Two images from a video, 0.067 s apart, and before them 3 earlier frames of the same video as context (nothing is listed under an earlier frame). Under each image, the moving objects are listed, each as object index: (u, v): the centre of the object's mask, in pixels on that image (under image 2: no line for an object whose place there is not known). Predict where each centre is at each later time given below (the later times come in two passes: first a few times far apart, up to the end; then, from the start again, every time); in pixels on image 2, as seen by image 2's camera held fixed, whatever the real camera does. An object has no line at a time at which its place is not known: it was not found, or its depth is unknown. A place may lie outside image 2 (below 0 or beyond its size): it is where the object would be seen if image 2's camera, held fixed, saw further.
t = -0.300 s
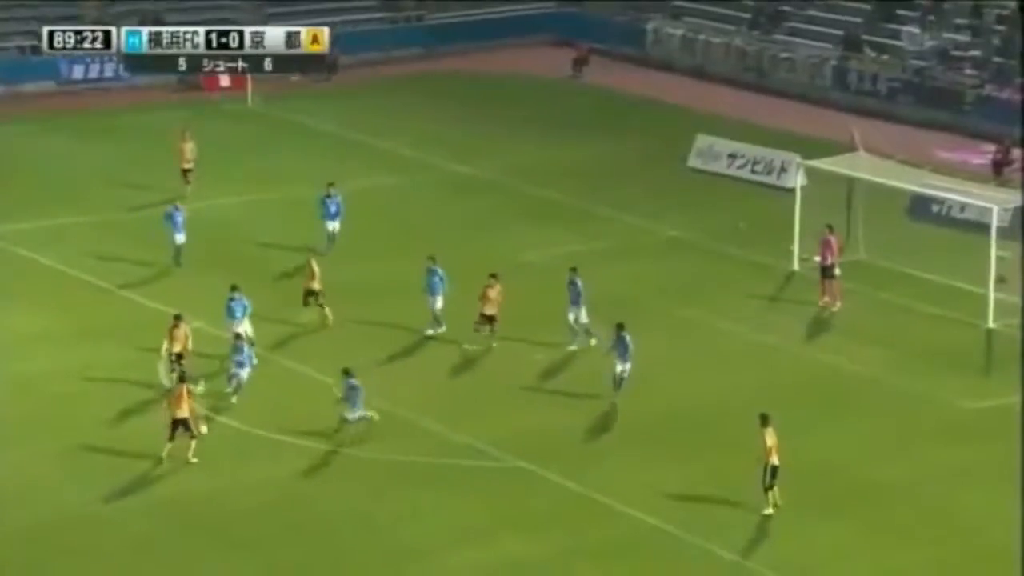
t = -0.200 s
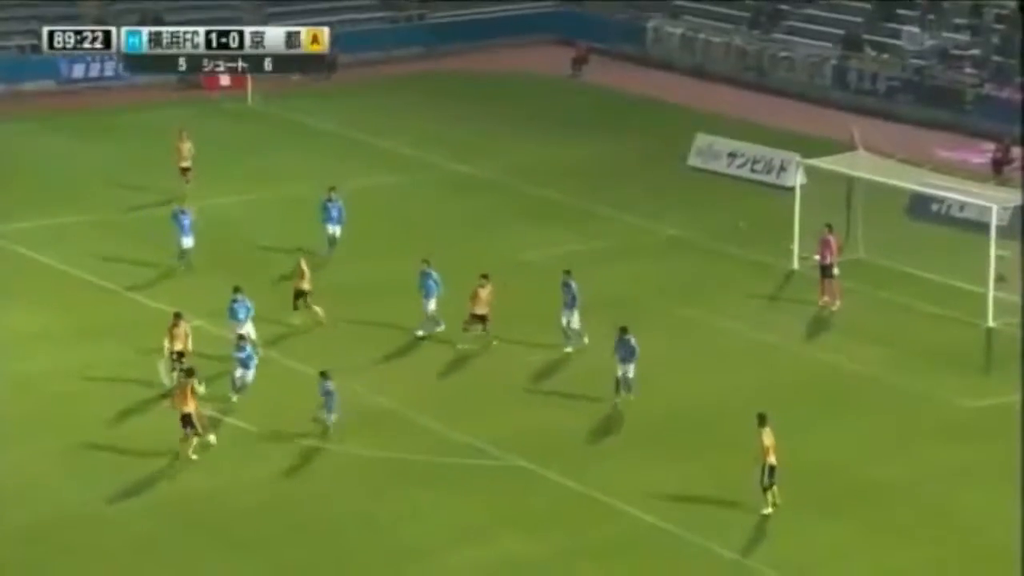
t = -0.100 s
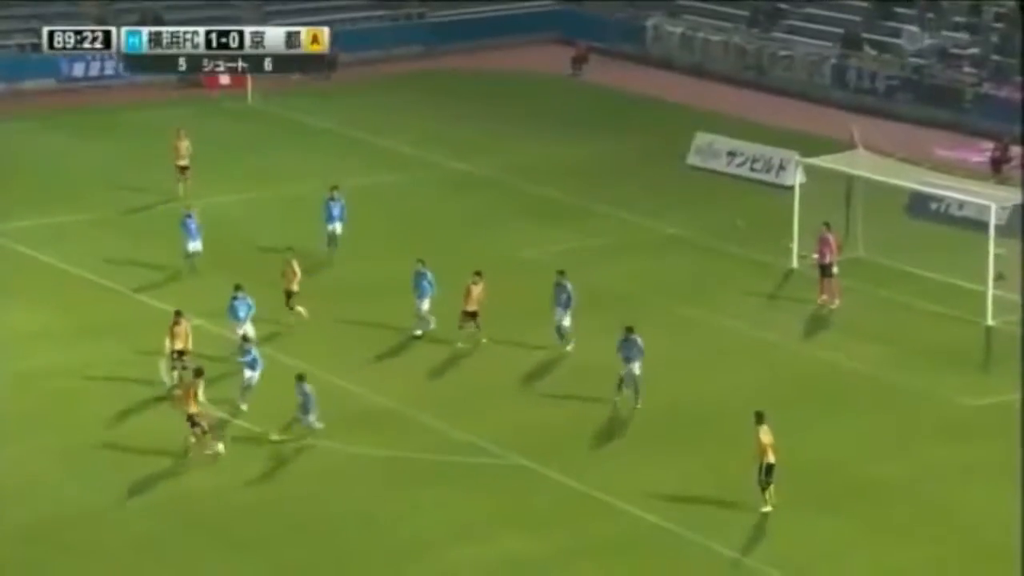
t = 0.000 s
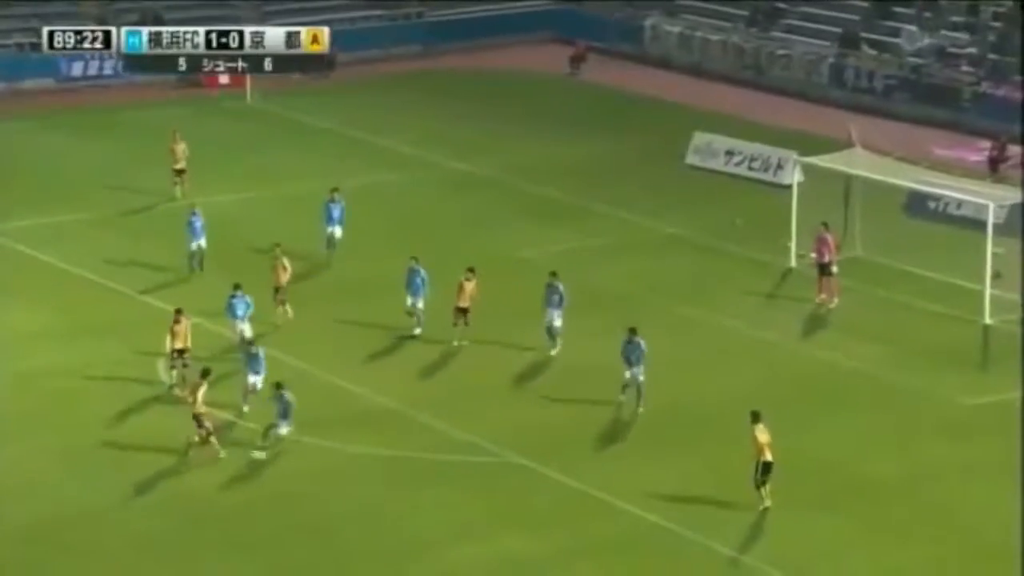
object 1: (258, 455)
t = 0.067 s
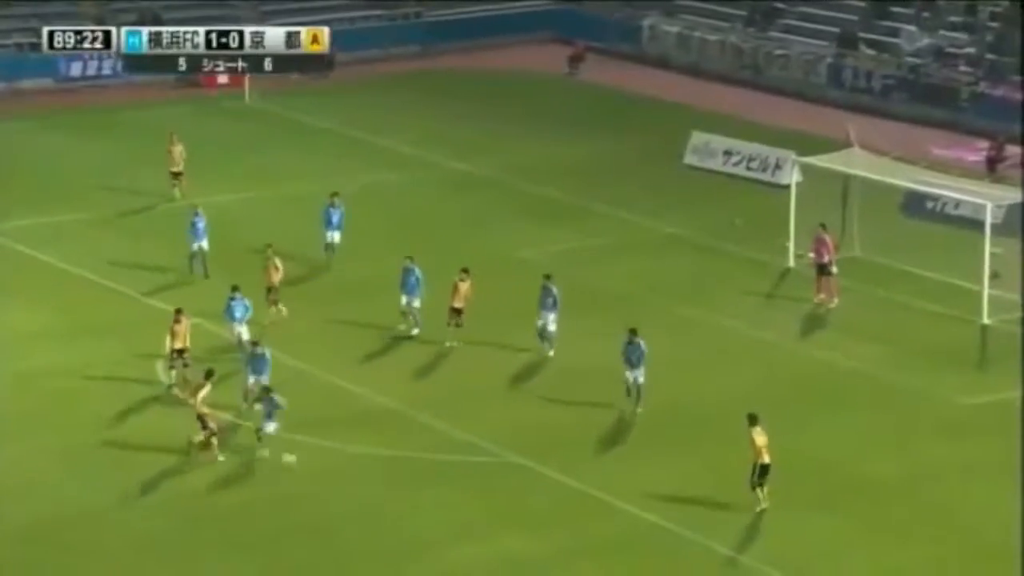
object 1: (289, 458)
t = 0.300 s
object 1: (388, 477)
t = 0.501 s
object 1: (477, 496)
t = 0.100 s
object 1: (303, 462)
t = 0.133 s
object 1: (317, 466)
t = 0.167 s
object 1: (332, 469)
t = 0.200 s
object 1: (345, 470)
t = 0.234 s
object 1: (360, 473)
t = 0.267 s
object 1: (373, 474)
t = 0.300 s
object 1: (388, 477)
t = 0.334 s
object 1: (401, 482)
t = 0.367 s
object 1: (415, 483)
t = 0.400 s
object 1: (427, 485)
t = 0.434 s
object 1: (440, 488)
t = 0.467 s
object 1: (453, 490)
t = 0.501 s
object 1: (477, 496)
